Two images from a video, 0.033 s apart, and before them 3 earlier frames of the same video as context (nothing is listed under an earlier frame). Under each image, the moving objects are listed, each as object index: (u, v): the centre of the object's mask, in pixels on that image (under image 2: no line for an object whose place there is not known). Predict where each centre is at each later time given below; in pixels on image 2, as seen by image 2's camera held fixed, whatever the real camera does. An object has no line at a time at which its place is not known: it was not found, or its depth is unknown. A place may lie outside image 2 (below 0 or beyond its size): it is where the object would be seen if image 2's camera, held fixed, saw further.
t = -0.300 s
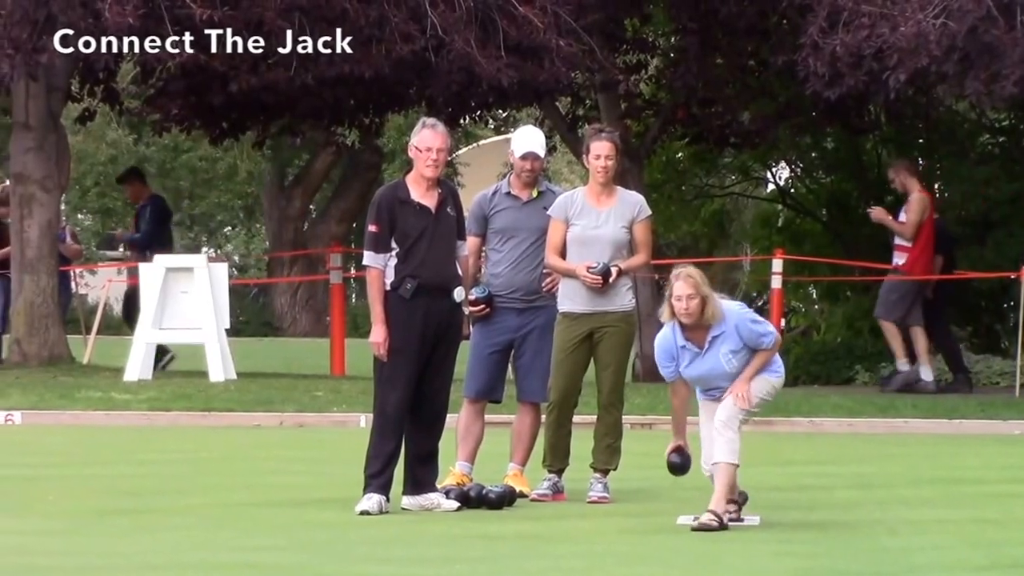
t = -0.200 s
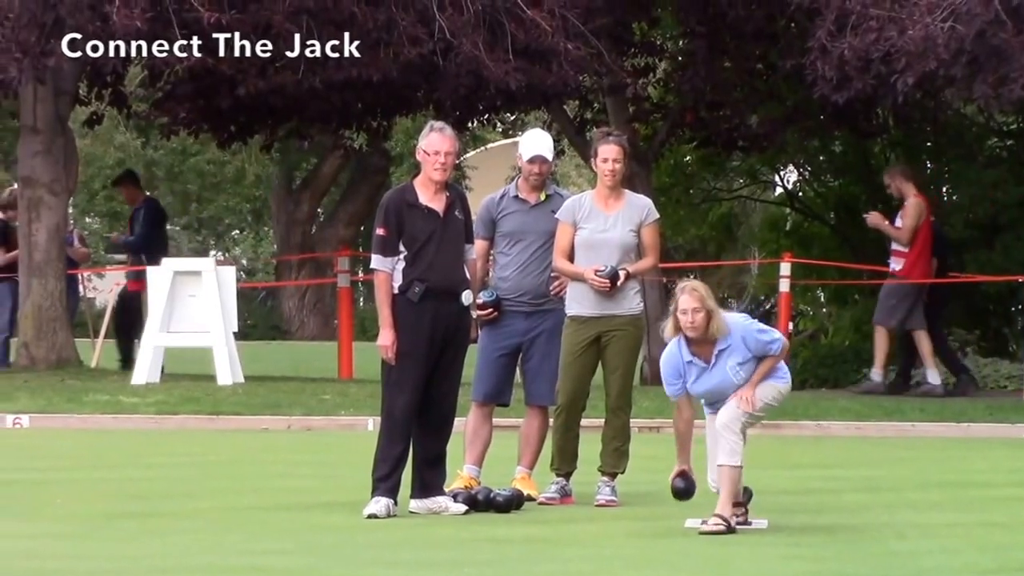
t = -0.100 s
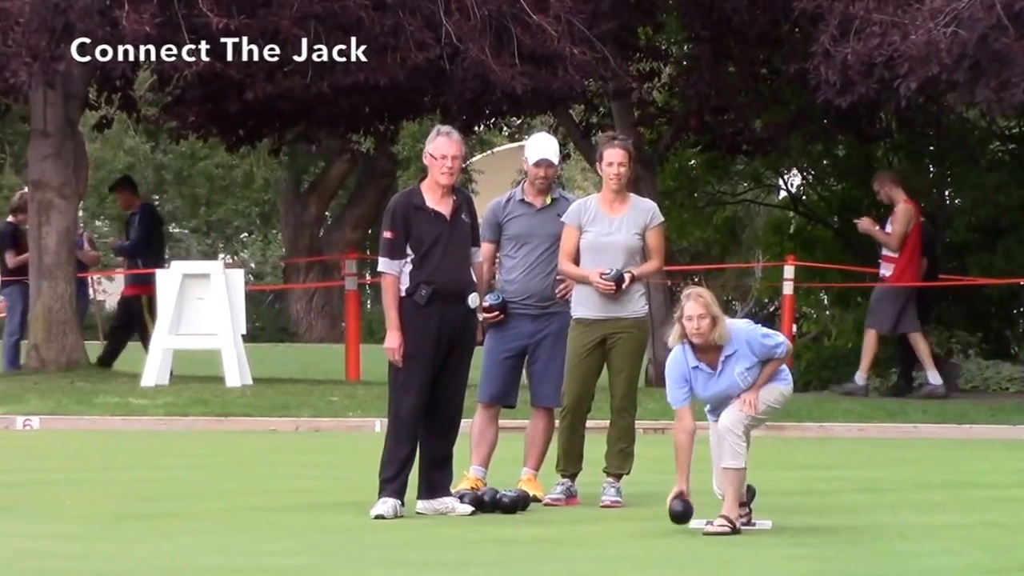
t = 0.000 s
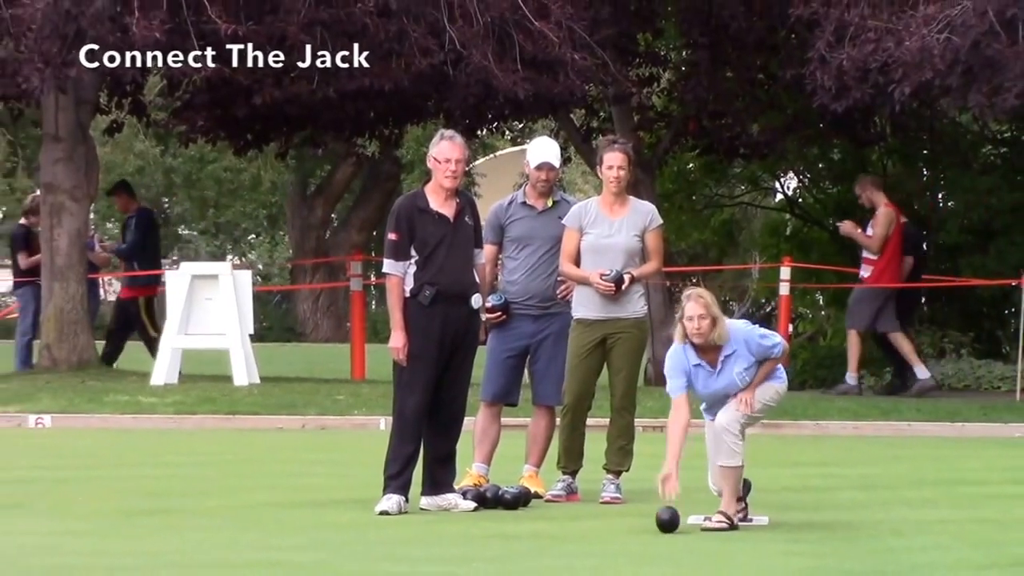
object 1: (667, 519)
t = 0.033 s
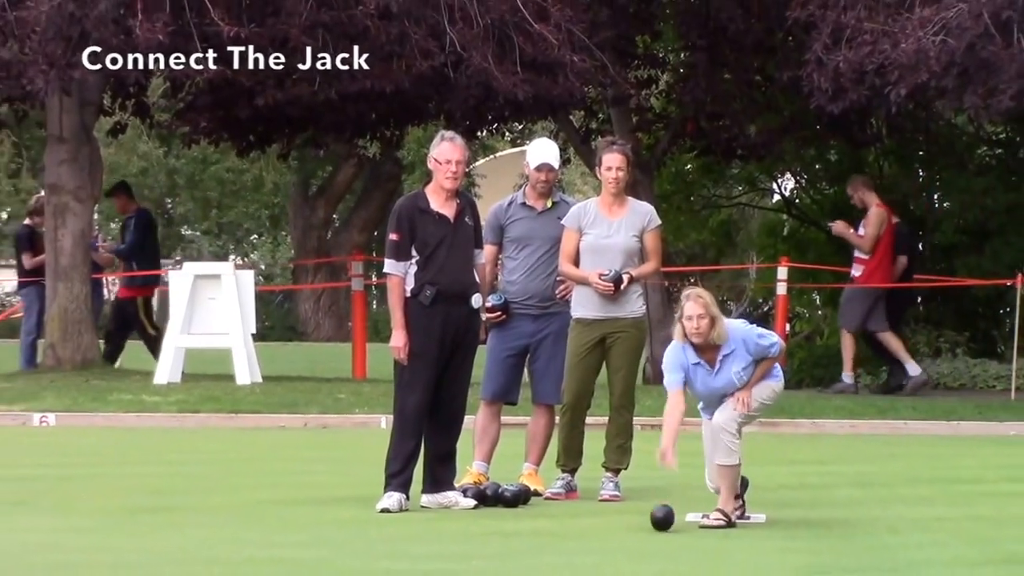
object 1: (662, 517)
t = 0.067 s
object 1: (658, 520)
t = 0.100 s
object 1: (655, 521)
